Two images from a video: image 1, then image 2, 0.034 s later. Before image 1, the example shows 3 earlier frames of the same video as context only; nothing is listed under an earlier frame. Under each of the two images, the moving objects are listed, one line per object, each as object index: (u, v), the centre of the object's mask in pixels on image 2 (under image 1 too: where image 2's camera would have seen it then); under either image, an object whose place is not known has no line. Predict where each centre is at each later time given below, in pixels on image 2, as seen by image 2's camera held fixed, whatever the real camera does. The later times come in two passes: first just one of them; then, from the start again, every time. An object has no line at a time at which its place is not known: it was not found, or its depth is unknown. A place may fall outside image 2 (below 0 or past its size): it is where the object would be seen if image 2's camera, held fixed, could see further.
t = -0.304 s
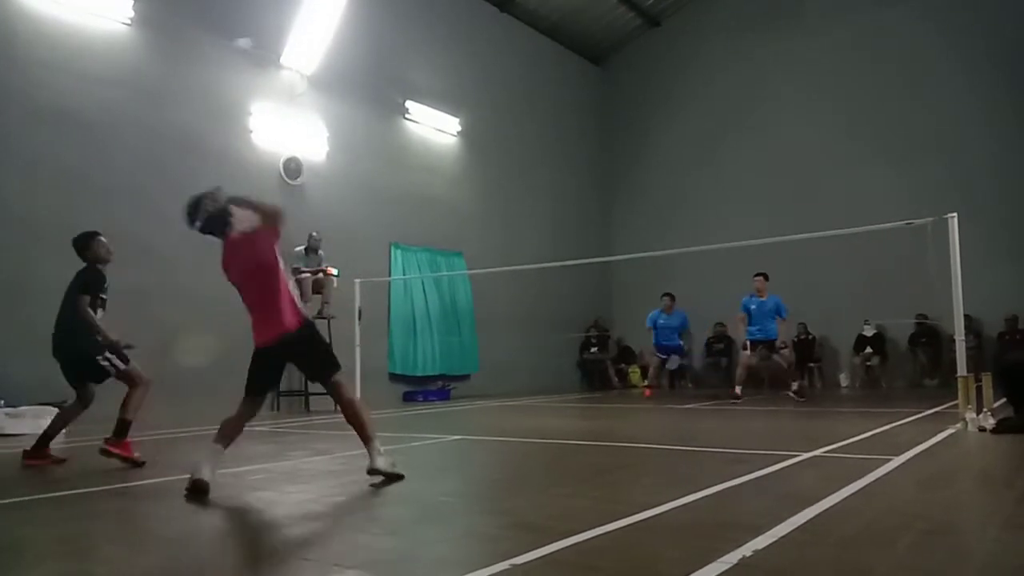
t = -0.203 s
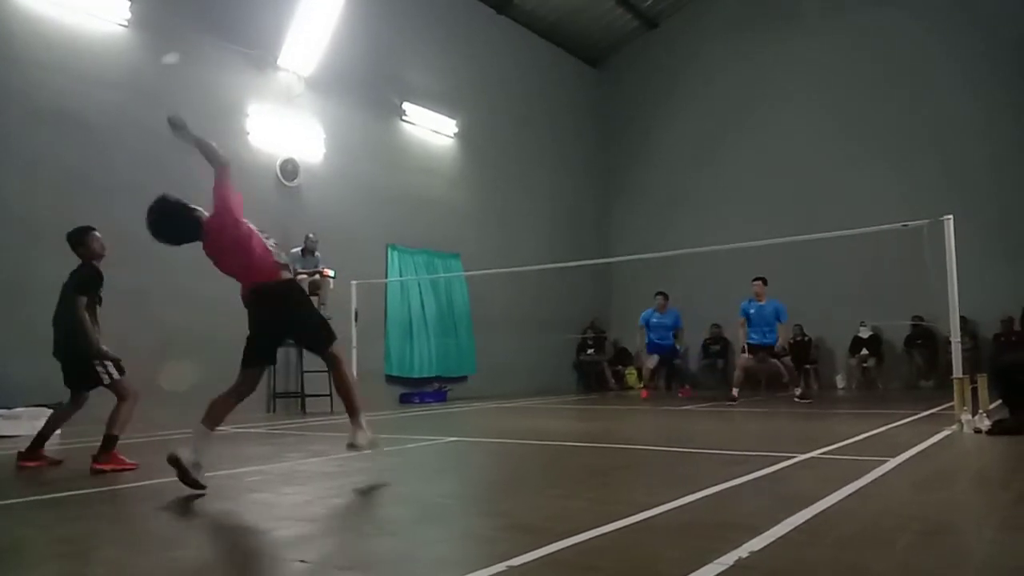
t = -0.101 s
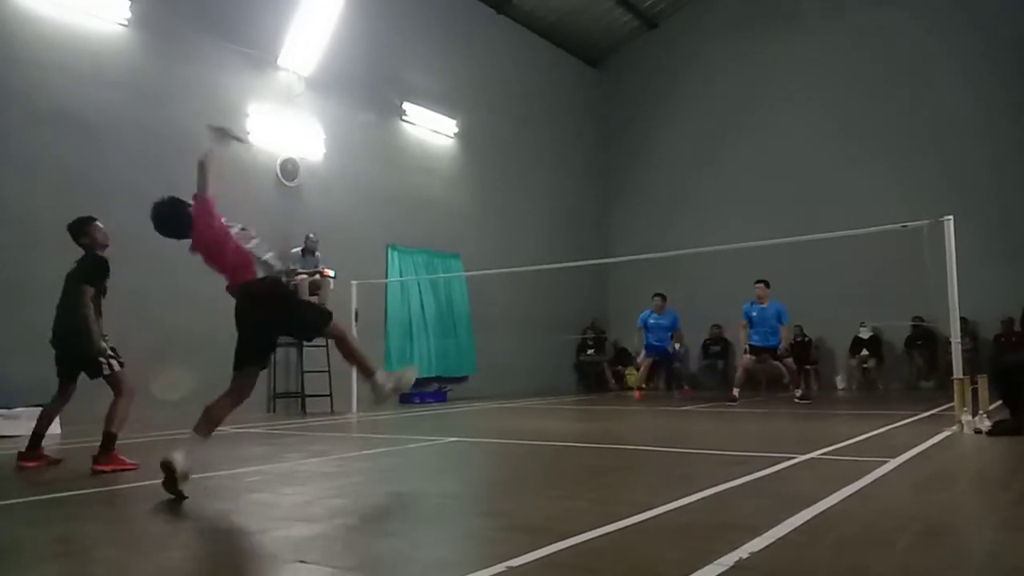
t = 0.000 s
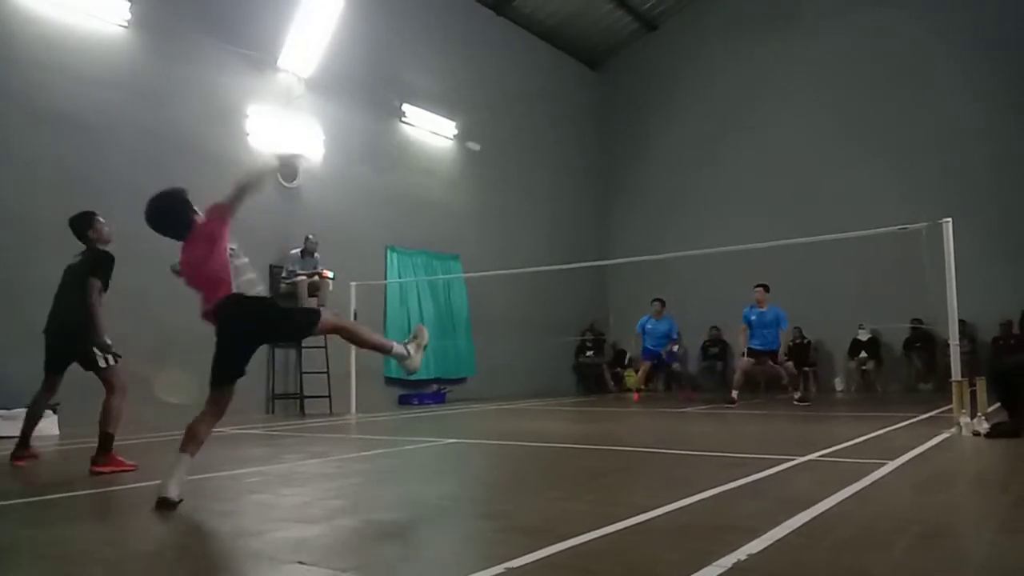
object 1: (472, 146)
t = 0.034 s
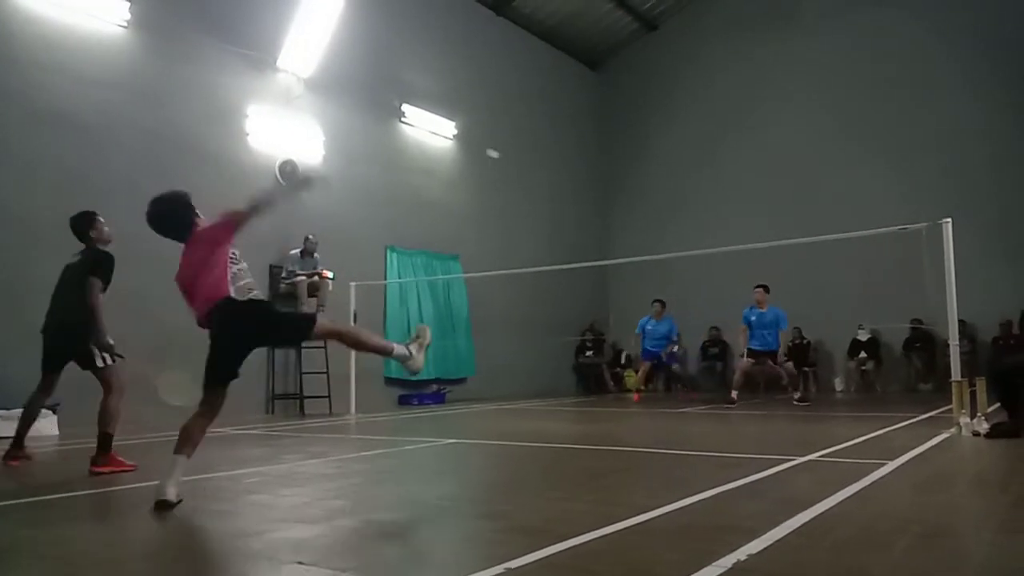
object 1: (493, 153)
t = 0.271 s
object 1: (564, 199)
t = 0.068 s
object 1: (509, 160)
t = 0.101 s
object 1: (522, 166)
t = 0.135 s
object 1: (532, 173)
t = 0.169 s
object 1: (542, 179)
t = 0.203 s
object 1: (550, 186)
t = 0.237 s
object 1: (557, 192)
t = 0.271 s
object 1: (564, 199)
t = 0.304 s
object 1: (570, 205)
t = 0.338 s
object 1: (575, 212)
